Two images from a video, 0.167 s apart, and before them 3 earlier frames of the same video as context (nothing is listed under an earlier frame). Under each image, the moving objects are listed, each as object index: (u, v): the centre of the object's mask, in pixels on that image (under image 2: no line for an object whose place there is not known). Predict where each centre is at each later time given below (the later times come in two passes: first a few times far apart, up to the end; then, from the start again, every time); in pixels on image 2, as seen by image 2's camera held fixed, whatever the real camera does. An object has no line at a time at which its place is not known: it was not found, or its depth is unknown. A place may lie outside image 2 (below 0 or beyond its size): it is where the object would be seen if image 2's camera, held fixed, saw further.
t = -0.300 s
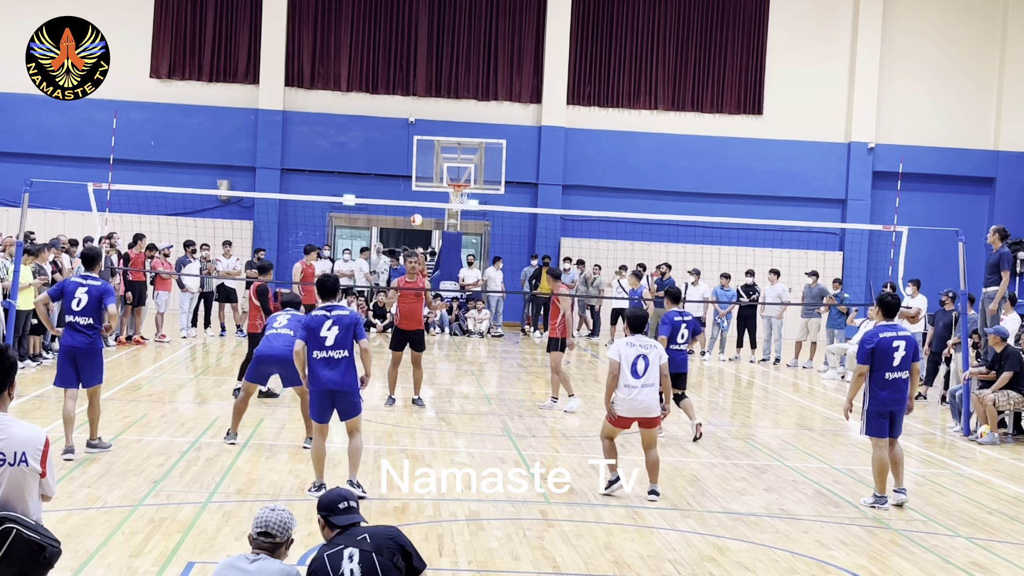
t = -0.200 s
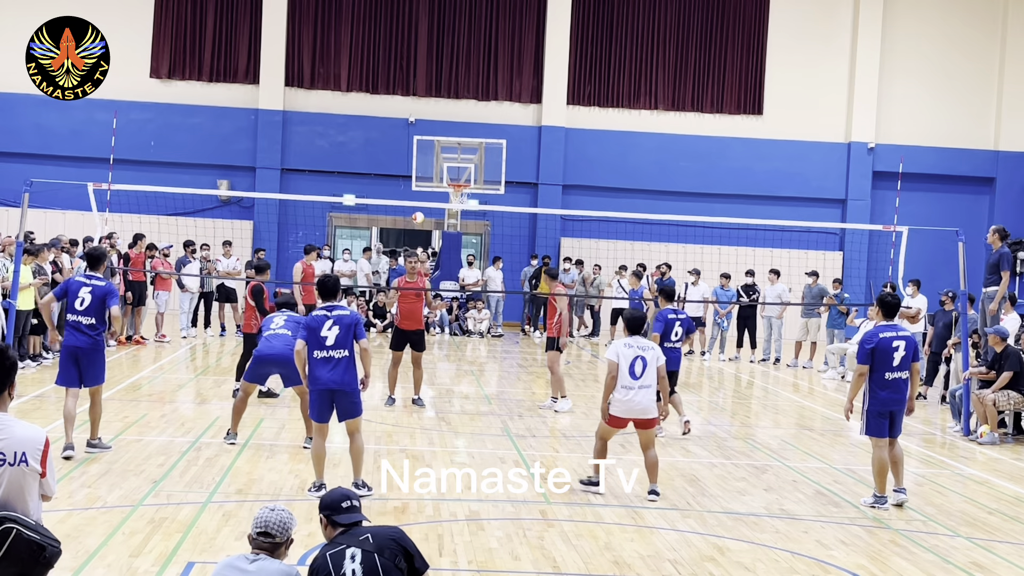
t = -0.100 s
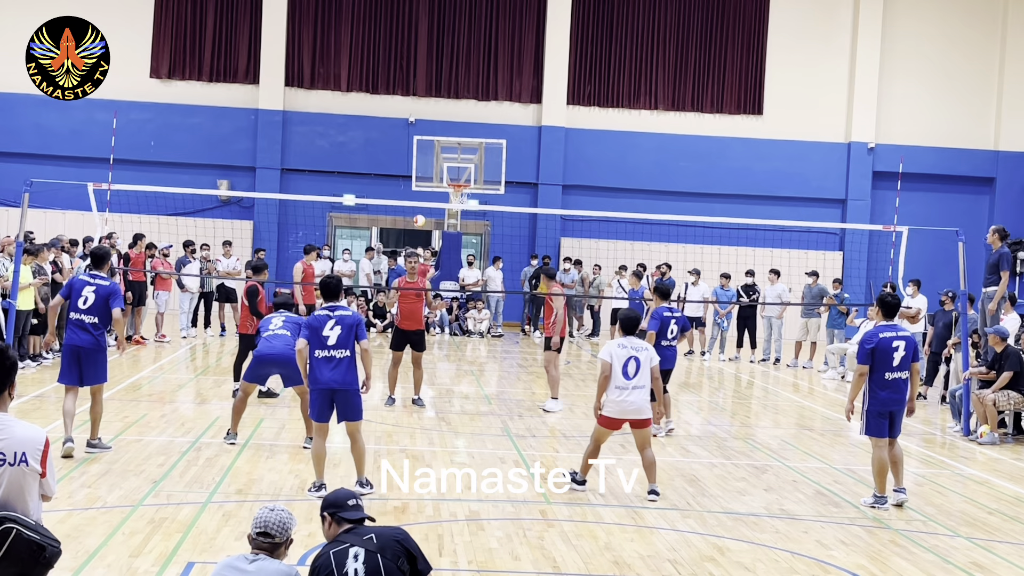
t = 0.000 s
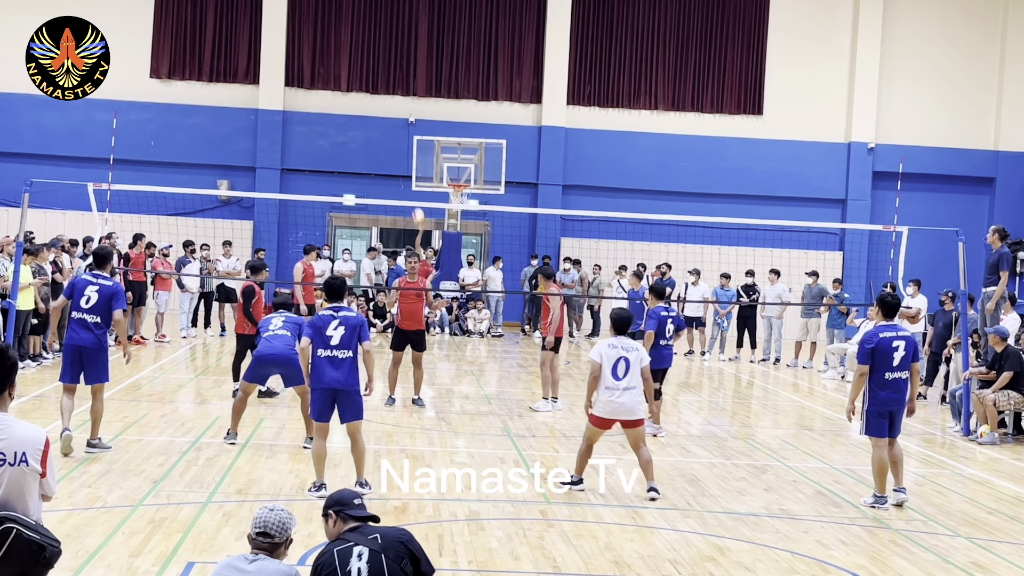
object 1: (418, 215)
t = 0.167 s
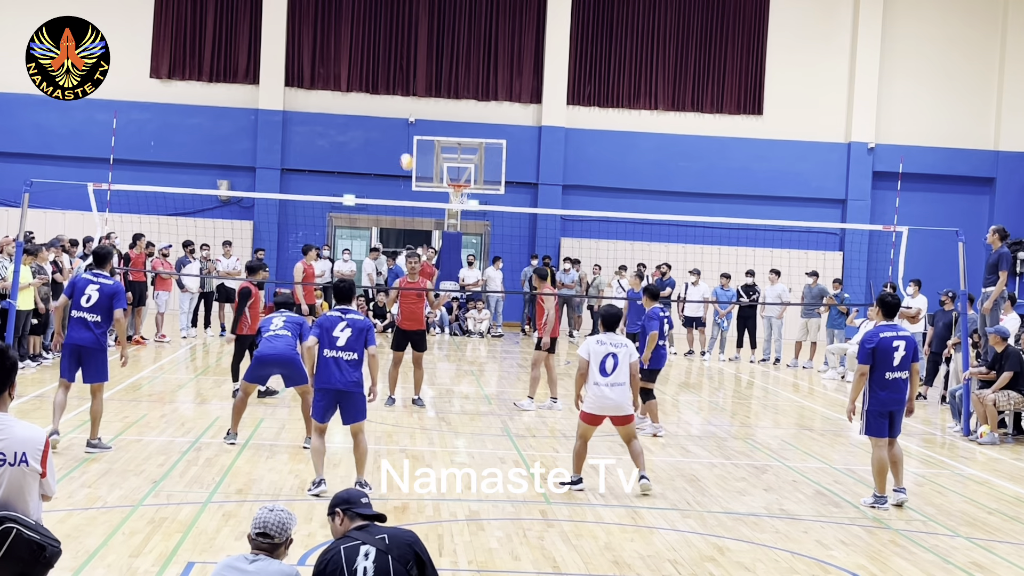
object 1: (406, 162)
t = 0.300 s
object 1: (397, 124)
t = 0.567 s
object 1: (375, 82)
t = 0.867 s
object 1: (347, 91)
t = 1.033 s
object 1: (329, 137)
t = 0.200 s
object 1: (404, 152)
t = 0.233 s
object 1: (402, 142)
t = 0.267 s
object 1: (399, 133)
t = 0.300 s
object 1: (397, 124)
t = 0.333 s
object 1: (394, 117)
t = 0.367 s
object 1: (391, 109)
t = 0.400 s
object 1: (388, 103)
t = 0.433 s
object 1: (385, 97)
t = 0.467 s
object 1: (383, 92)
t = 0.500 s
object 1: (380, 88)
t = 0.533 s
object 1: (378, 85)
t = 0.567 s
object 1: (375, 82)
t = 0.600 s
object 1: (373, 80)
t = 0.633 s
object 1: (370, 78)
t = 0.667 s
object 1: (367, 77)
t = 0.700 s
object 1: (364, 77)
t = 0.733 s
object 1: (361, 78)
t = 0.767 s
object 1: (357, 80)
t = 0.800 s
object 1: (354, 83)
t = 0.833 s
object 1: (350, 87)
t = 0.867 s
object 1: (347, 91)
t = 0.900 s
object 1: (343, 97)
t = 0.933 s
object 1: (339, 106)
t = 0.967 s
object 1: (335, 115)
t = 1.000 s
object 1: (333, 125)
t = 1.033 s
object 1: (329, 137)
